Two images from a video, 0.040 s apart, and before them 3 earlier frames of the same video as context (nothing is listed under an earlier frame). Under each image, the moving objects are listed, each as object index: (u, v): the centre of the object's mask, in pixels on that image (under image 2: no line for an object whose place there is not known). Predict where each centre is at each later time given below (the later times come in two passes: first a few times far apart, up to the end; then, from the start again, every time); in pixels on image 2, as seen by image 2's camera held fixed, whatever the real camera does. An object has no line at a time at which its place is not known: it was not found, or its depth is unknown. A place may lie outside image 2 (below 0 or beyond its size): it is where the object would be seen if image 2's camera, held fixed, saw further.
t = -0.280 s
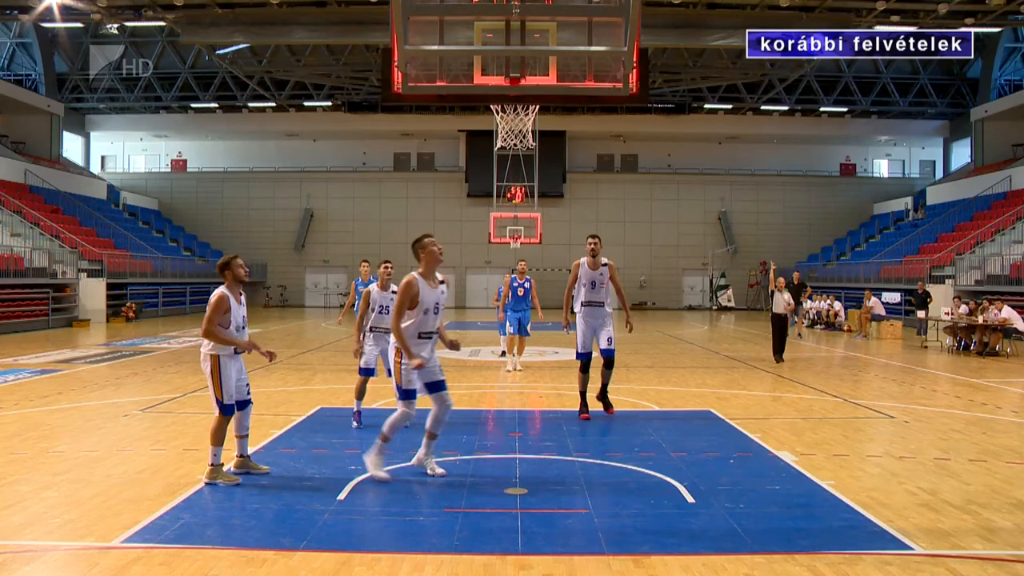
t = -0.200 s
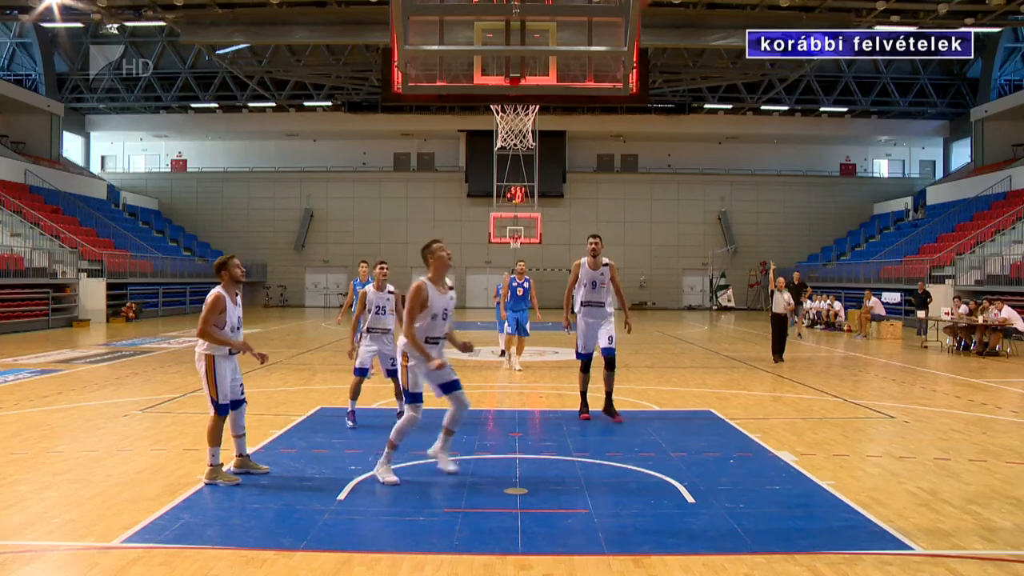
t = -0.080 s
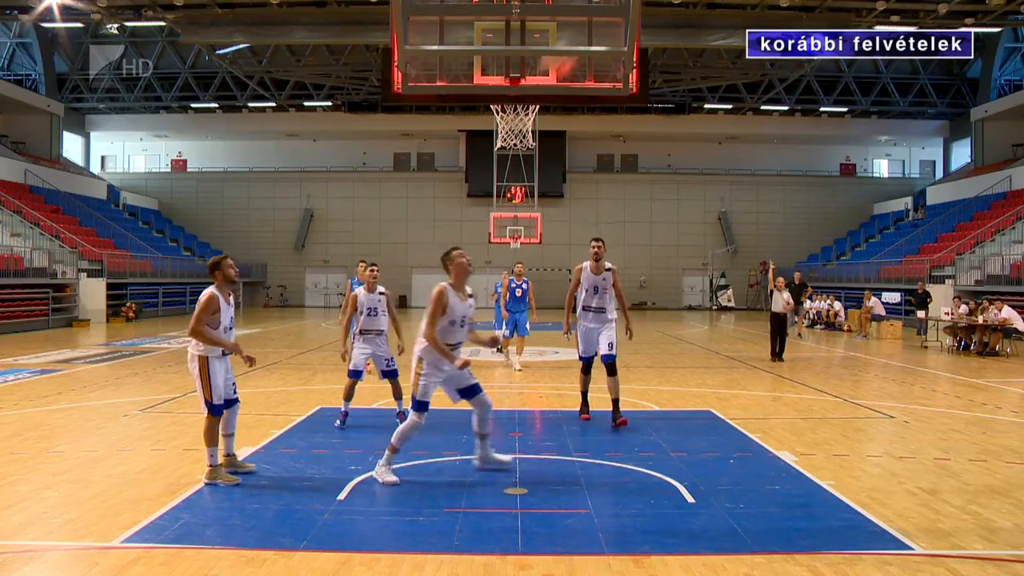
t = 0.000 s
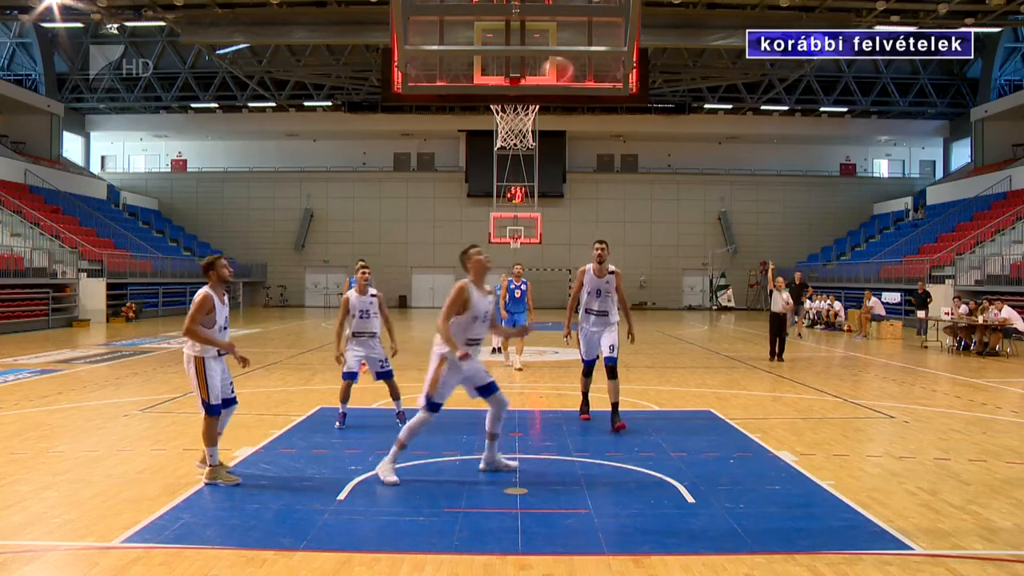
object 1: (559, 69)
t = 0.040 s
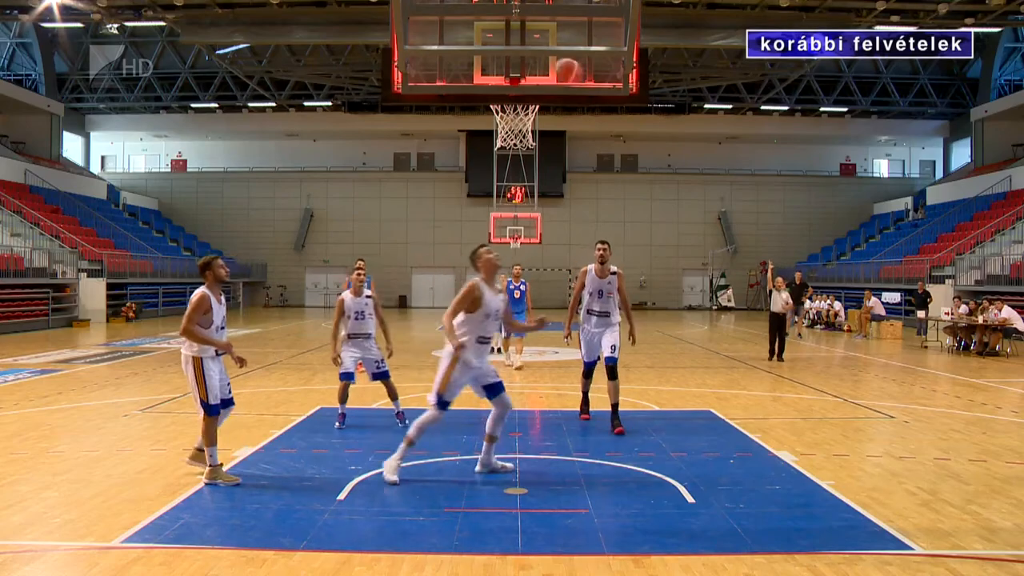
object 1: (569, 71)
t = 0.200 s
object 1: (601, 108)
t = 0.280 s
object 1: (615, 117)
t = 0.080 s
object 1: (574, 73)
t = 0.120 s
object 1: (583, 76)
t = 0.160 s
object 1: (593, 79)
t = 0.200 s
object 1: (601, 108)
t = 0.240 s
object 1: (608, 111)
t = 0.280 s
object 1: (615, 117)
